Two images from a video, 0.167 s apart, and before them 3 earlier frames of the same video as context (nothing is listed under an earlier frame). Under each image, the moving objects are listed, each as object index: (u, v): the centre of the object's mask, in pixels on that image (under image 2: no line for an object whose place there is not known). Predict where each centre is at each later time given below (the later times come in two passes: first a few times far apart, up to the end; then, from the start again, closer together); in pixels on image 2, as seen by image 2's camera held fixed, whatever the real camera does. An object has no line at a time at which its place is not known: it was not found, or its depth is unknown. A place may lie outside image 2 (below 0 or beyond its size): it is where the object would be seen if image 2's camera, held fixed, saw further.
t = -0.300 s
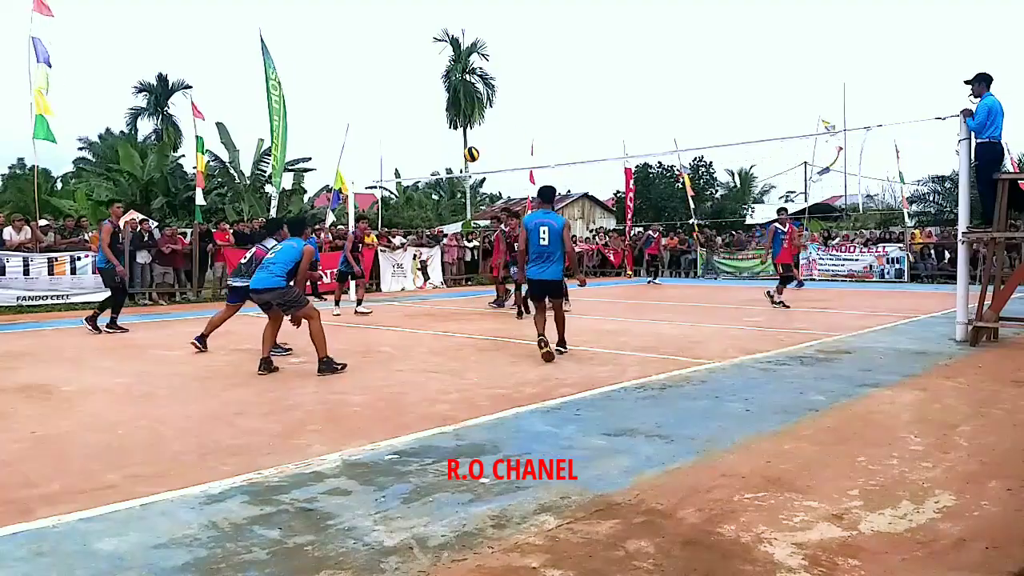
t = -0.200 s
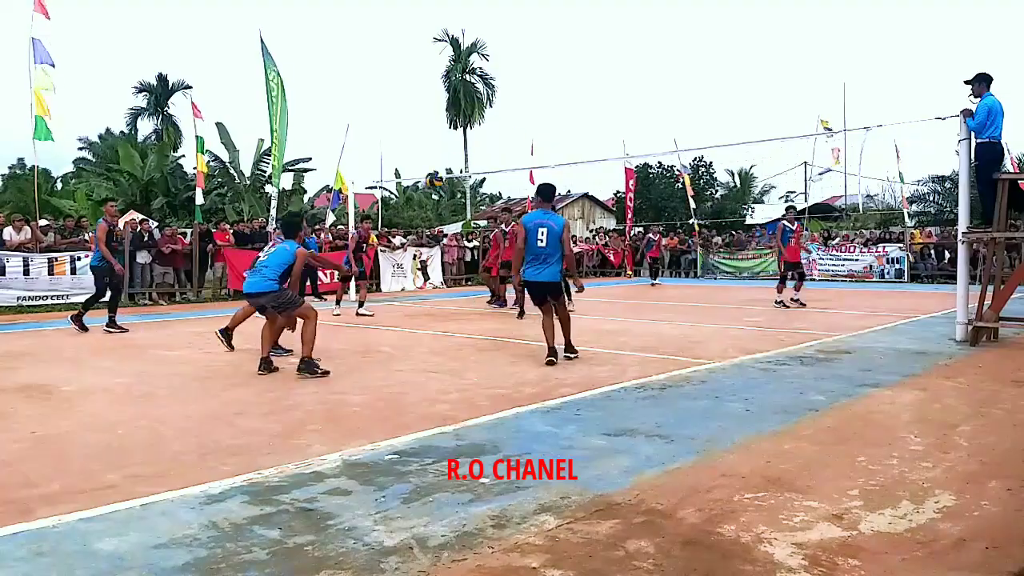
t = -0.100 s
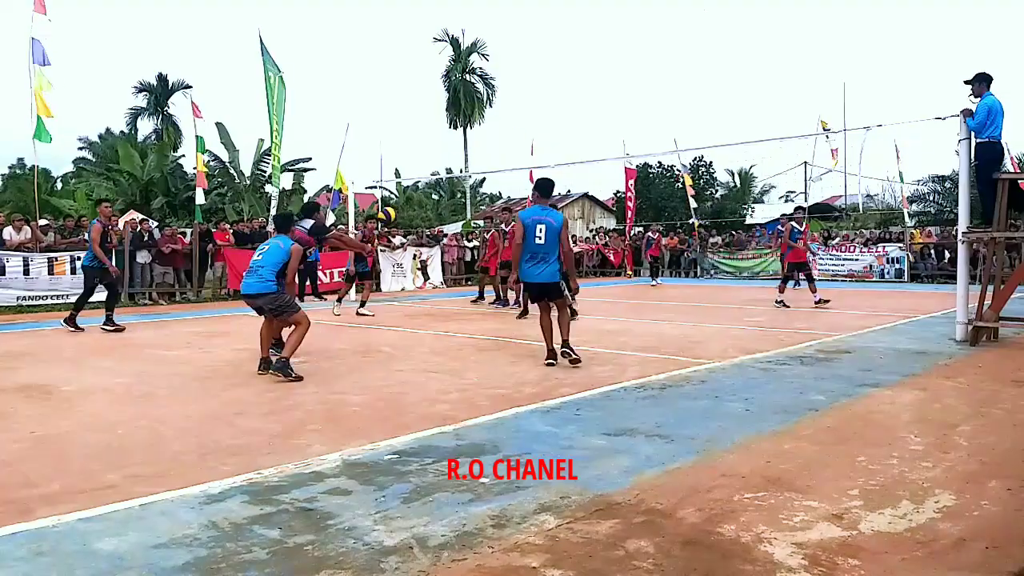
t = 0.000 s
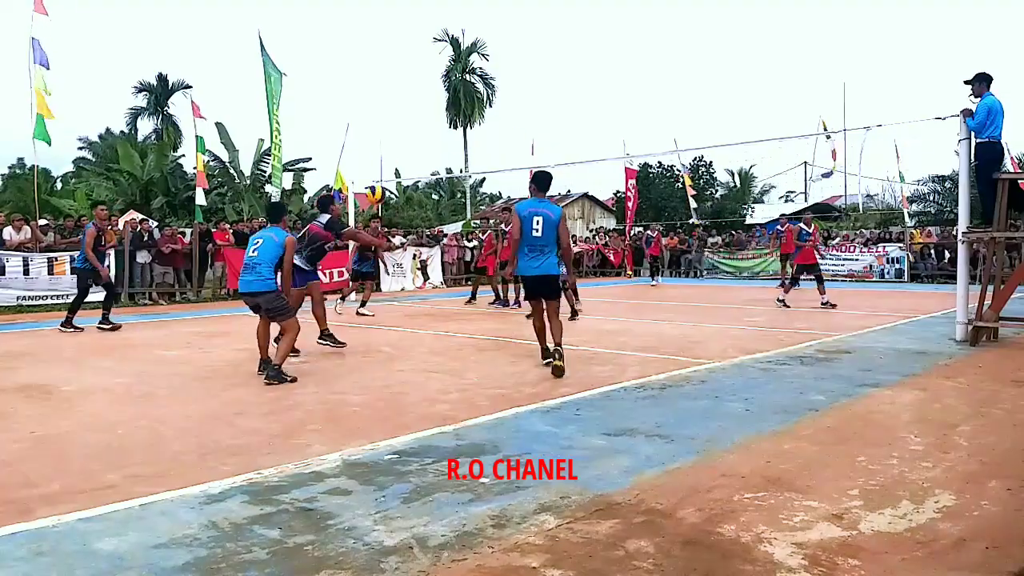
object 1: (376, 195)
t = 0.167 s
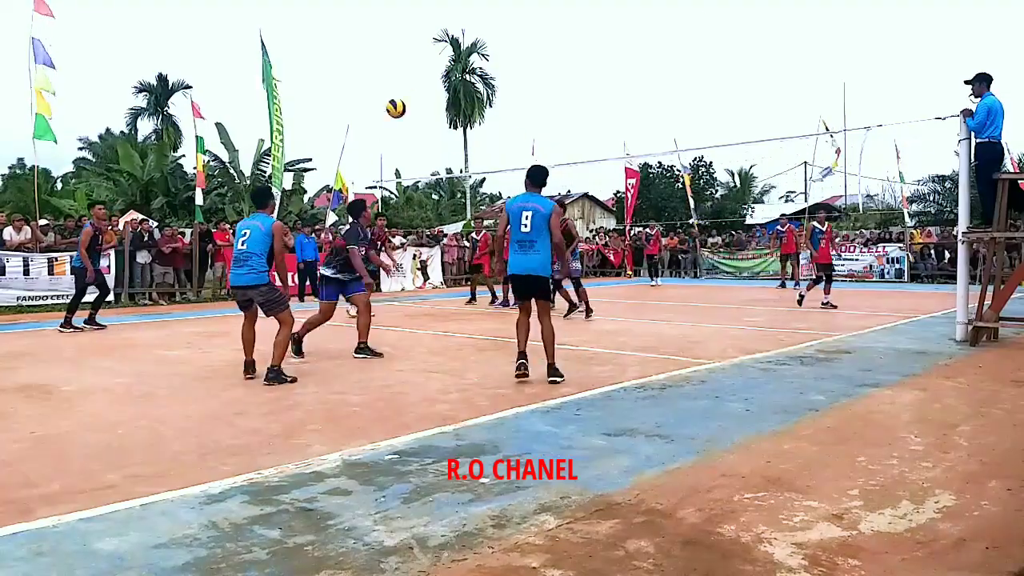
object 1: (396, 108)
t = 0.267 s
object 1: (407, 69)
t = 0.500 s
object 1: (432, 16)
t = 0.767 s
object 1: (459, 15)
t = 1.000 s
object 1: (482, 63)
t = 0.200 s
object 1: (399, 94)
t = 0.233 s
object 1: (403, 82)
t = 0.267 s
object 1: (407, 69)
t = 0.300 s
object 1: (411, 59)
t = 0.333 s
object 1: (414, 49)
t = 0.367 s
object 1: (418, 40)
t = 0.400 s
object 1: (421, 33)
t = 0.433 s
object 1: (425, 26)
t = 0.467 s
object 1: (428, 20)
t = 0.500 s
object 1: (432, 16)
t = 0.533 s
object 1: (435, 13)
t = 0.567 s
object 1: (439, 10)
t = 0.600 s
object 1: (442, 9)
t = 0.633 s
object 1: (445, 8)
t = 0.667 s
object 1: (449, 8)
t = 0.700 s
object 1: (452, 9)
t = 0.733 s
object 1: (456, 12)
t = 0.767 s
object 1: (459, 15)
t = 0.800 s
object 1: (462, 19)
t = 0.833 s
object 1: (465, 24)
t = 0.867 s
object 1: (469, 30)
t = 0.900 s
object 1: (472, 36)
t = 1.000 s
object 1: (482, 63)
